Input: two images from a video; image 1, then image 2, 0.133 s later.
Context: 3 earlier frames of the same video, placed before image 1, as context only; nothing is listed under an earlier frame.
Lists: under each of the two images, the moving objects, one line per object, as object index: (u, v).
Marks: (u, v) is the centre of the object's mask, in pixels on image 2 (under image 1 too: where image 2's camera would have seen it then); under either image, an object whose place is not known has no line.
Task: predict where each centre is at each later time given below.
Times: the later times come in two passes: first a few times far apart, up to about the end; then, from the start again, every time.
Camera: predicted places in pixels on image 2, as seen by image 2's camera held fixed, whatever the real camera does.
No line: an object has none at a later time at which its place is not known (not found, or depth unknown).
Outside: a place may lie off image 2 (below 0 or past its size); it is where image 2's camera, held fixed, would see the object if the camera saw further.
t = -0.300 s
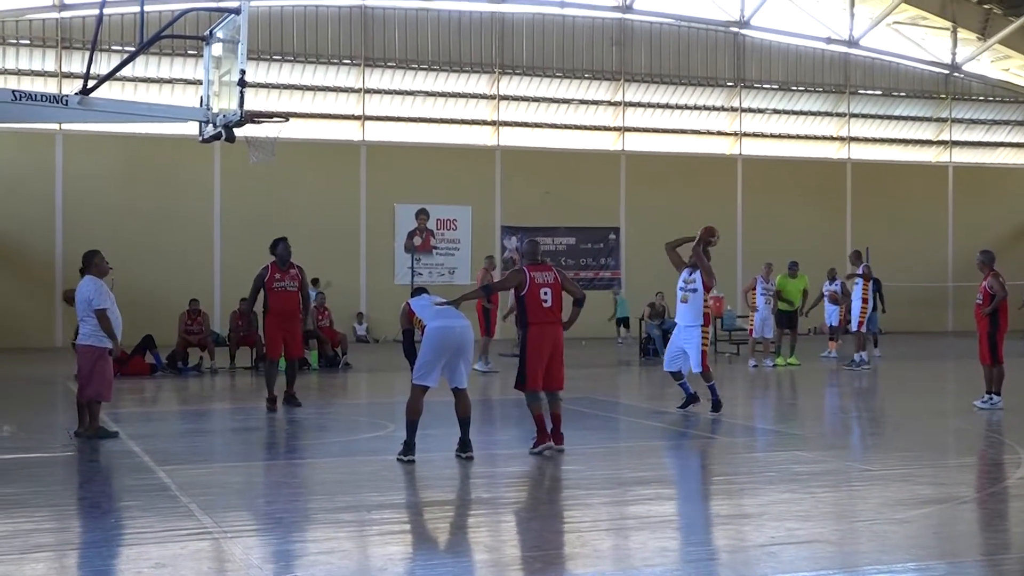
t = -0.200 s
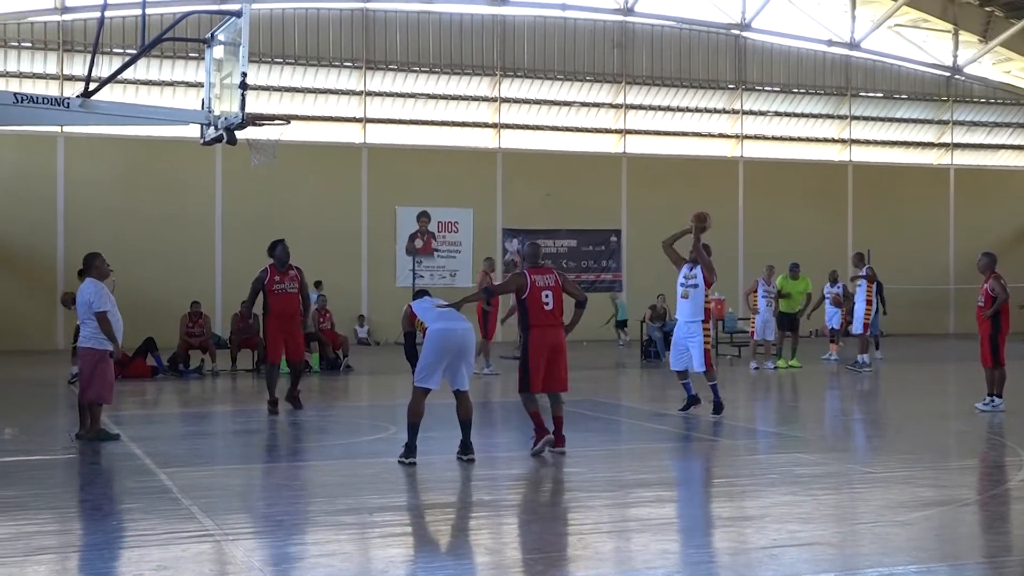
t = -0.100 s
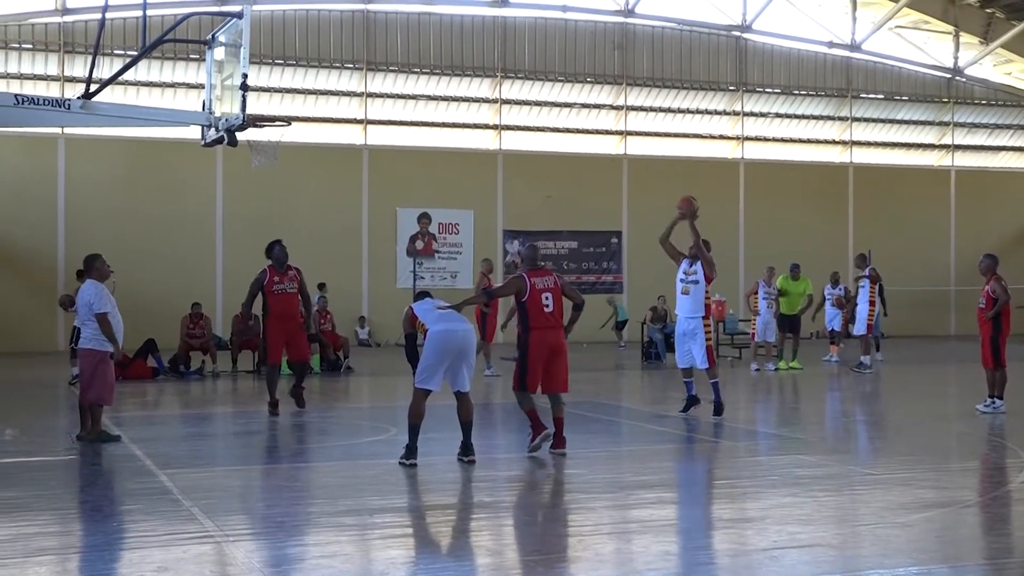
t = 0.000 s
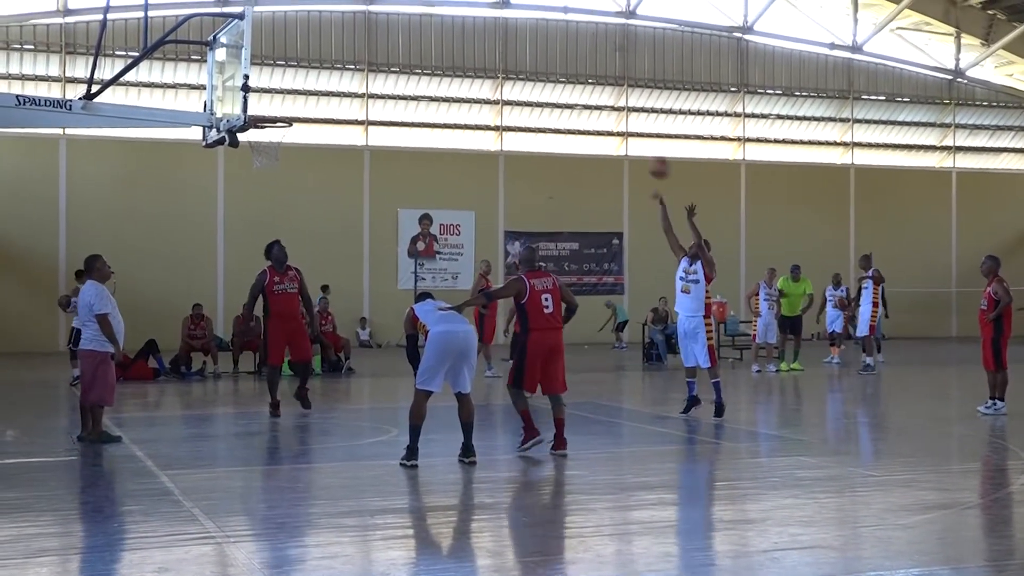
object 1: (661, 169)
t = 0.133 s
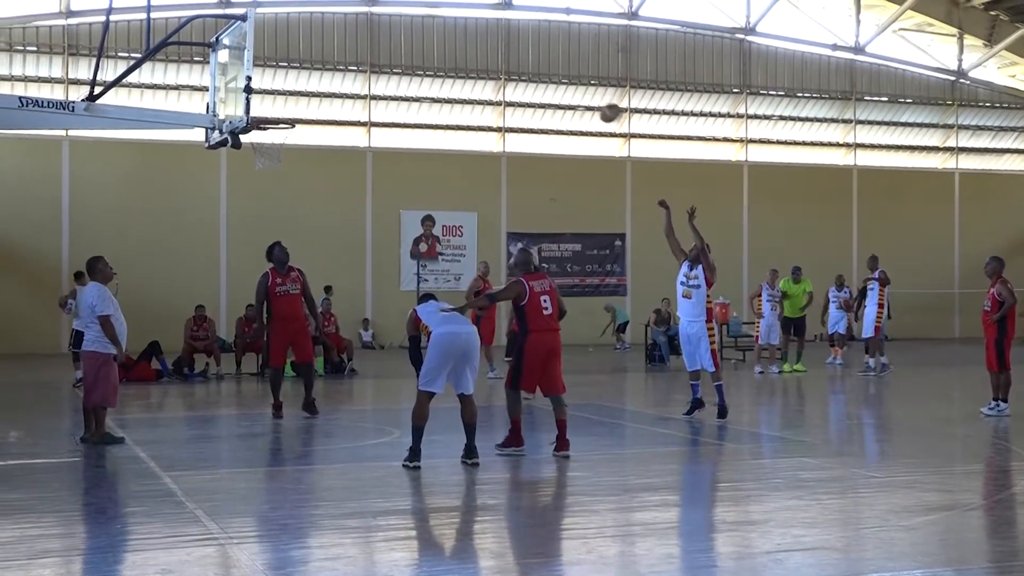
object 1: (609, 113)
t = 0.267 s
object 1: (558, 72)
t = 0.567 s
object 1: (433, 36)
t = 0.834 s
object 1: (317, 76)
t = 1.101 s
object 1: (279, 97)
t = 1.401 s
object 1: (333, 69)
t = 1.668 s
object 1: (379, 119)
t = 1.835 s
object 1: (406, 185)
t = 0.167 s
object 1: (597, 102)
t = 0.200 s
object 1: (583, 91)
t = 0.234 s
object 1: (569, 80)
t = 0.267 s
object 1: (558, 72)
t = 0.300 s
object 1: (543, 65)
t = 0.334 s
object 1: (530, 58)
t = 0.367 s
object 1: (517, 52)
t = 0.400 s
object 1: (501, 46)
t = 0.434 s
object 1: (488, 43)
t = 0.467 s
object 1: (475, 39)
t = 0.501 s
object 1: (462, 37)
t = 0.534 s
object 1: (447, 36)
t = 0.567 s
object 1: (433, 36)
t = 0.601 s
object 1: (420, 37)
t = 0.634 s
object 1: (405, 40)
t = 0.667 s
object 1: (390, 43)
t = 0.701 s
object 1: (376, 47)
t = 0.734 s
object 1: (360, 54)
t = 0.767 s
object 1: (347, 60)
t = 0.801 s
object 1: (331, 67)
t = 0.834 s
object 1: (317, 76)
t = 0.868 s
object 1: (302, 86)
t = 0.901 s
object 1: (287, 97)
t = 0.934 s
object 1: (272, 109)
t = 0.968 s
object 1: (262, 118)
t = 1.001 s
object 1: (264, 117)
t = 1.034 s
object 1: (268, 115)
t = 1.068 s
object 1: (274, 105)
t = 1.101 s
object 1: (279, 97)
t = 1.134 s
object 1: (285, 89)
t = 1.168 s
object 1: (291, 82)
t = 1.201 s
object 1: (297, 77)
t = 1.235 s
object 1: (303, 74)
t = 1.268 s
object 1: (310, 70)
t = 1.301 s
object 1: (316, 68)
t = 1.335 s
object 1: (321, 68)
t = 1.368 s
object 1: (327, 68)
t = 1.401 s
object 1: (333, 69)
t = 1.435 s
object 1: (338, 72)
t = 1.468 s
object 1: (344, 75)
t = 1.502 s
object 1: (350, 80)
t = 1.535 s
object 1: (355, 85)
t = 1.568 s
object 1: (362, 92)
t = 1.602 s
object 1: (367, 100)
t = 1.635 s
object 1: (373, 109)
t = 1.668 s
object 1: (379, 119)
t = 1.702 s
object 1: (384, 131)
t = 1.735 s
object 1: (390, 144)
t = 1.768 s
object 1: (396, 157)
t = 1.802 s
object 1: (401, 170)
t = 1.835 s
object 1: (406, 185)
